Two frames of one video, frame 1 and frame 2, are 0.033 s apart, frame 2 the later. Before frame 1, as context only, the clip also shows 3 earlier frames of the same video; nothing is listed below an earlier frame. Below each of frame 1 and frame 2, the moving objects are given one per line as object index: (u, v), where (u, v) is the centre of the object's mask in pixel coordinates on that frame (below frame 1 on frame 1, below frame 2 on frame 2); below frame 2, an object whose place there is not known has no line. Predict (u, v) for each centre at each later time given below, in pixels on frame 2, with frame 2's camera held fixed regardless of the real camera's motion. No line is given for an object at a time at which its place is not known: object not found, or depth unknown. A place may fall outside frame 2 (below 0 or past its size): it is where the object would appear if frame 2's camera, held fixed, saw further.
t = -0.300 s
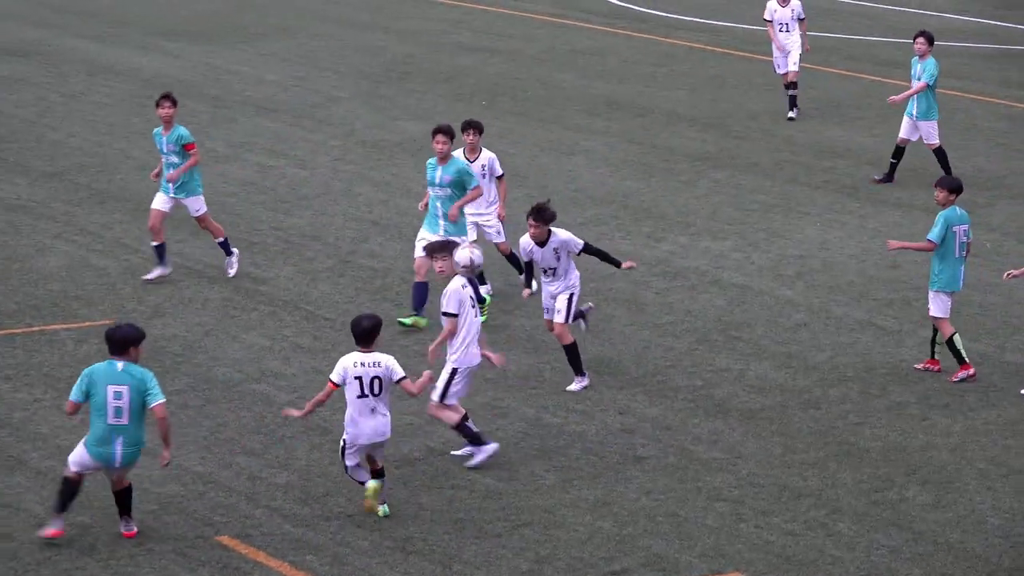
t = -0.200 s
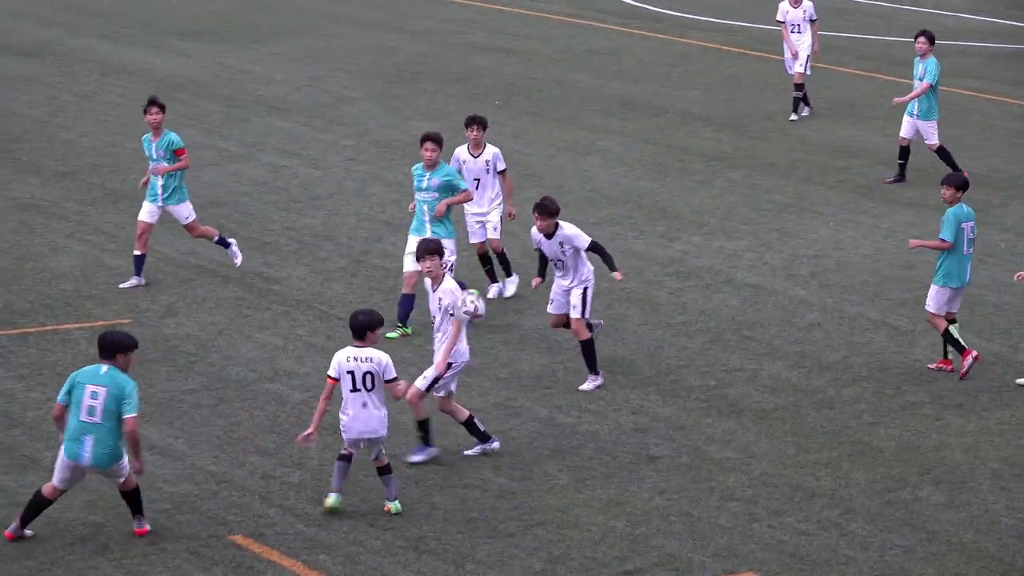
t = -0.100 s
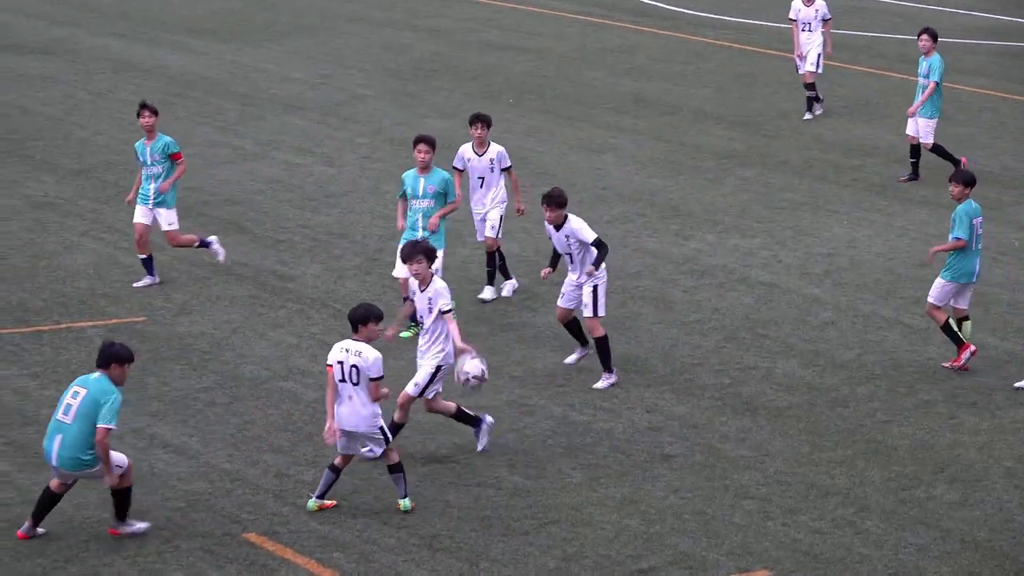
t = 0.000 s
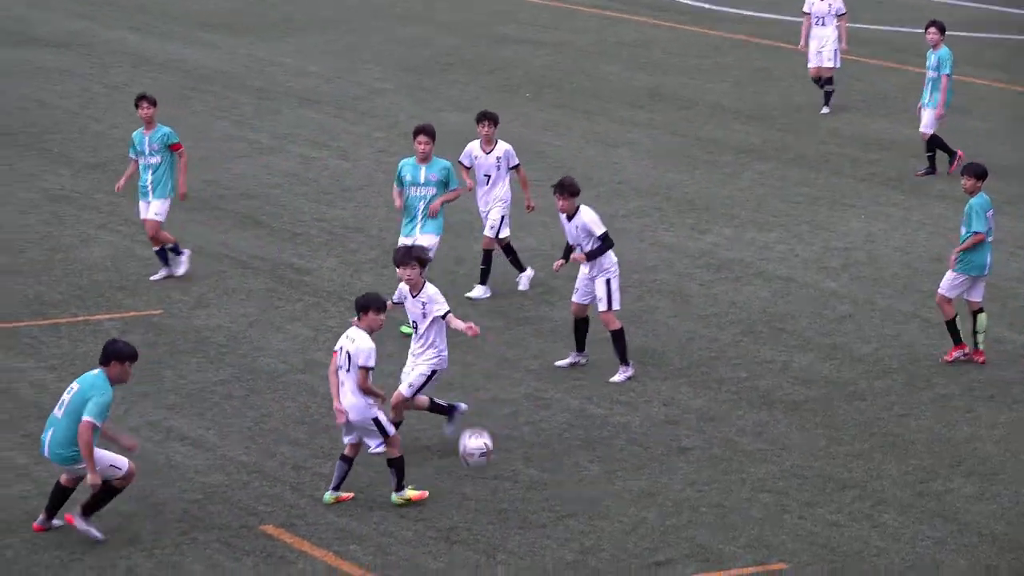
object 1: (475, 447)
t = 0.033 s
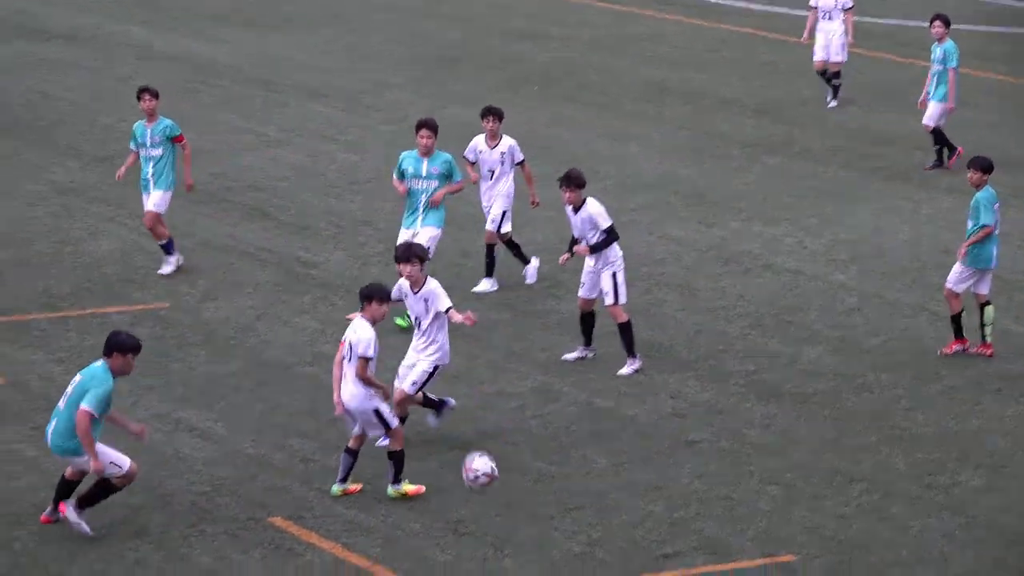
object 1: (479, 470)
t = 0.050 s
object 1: (478, 486)
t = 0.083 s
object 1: (473, 521)
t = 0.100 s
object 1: (471, 538)
